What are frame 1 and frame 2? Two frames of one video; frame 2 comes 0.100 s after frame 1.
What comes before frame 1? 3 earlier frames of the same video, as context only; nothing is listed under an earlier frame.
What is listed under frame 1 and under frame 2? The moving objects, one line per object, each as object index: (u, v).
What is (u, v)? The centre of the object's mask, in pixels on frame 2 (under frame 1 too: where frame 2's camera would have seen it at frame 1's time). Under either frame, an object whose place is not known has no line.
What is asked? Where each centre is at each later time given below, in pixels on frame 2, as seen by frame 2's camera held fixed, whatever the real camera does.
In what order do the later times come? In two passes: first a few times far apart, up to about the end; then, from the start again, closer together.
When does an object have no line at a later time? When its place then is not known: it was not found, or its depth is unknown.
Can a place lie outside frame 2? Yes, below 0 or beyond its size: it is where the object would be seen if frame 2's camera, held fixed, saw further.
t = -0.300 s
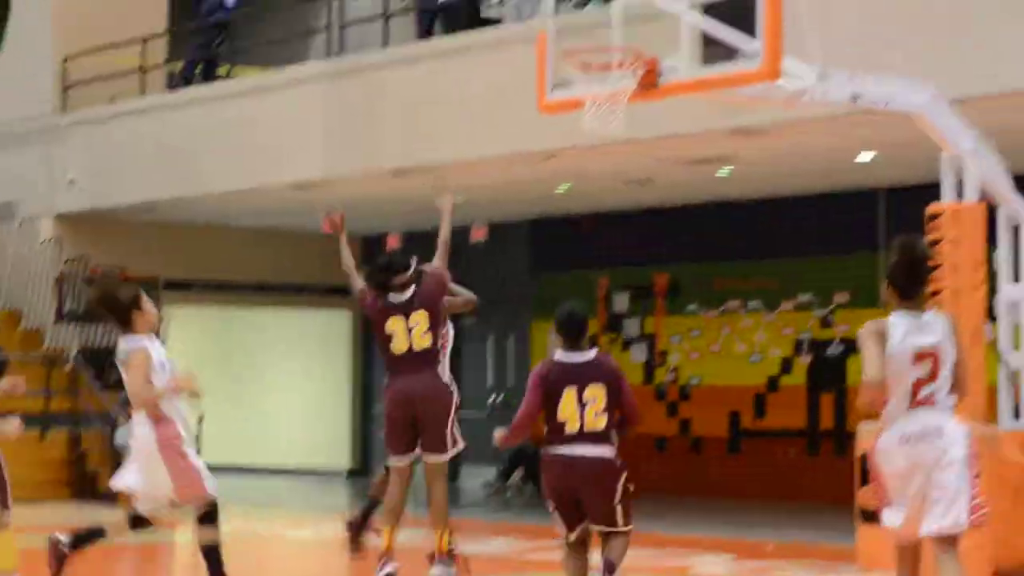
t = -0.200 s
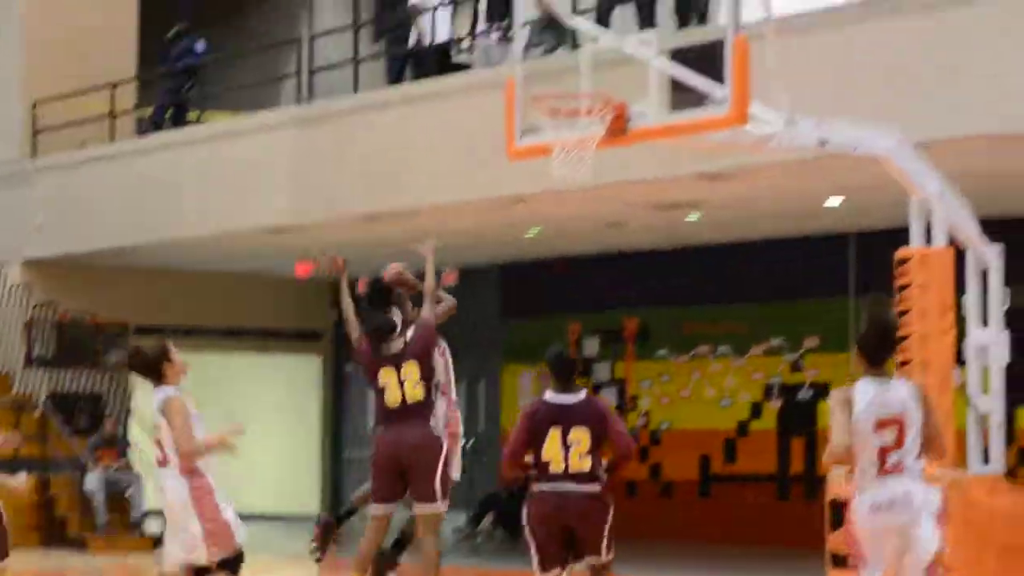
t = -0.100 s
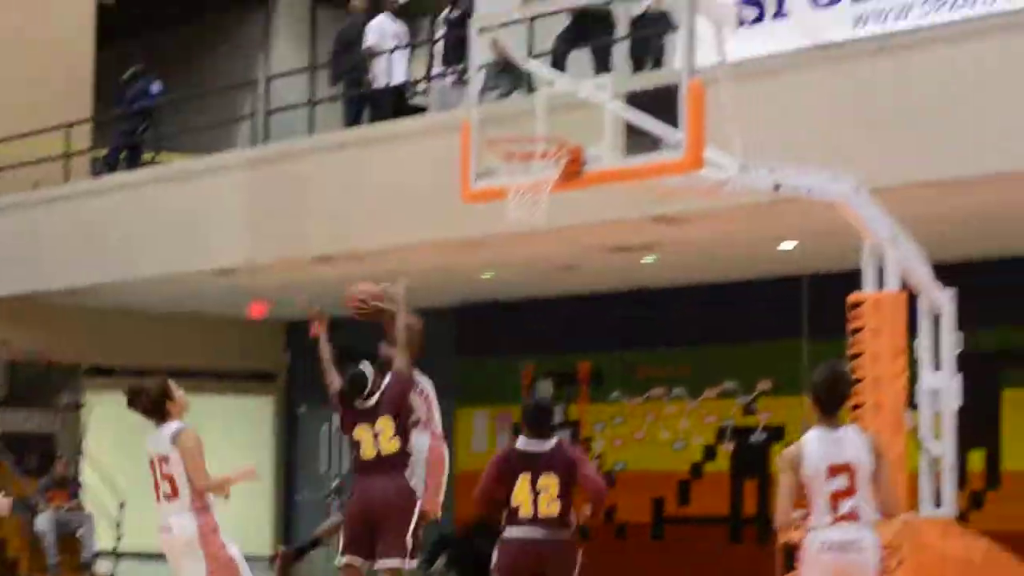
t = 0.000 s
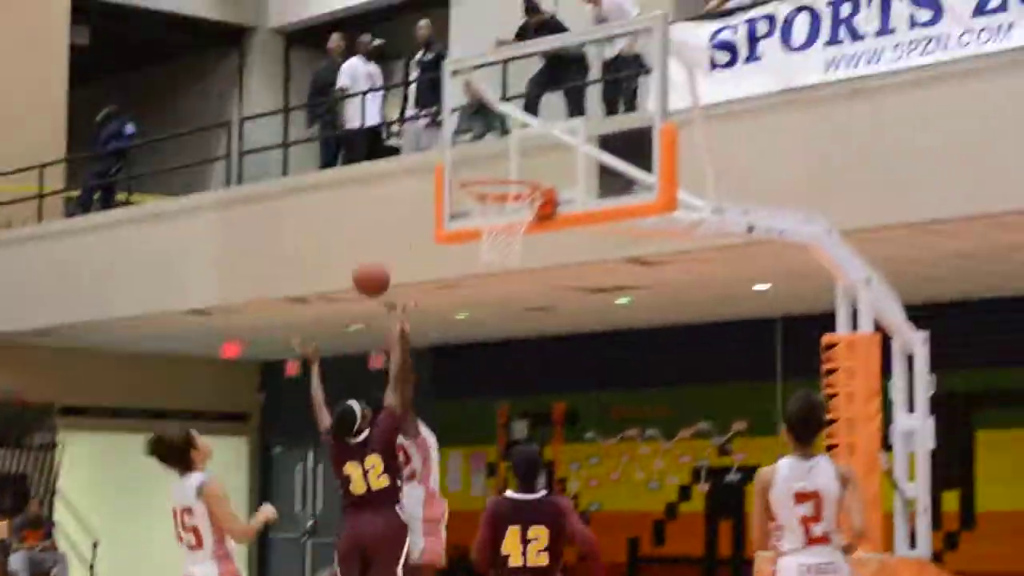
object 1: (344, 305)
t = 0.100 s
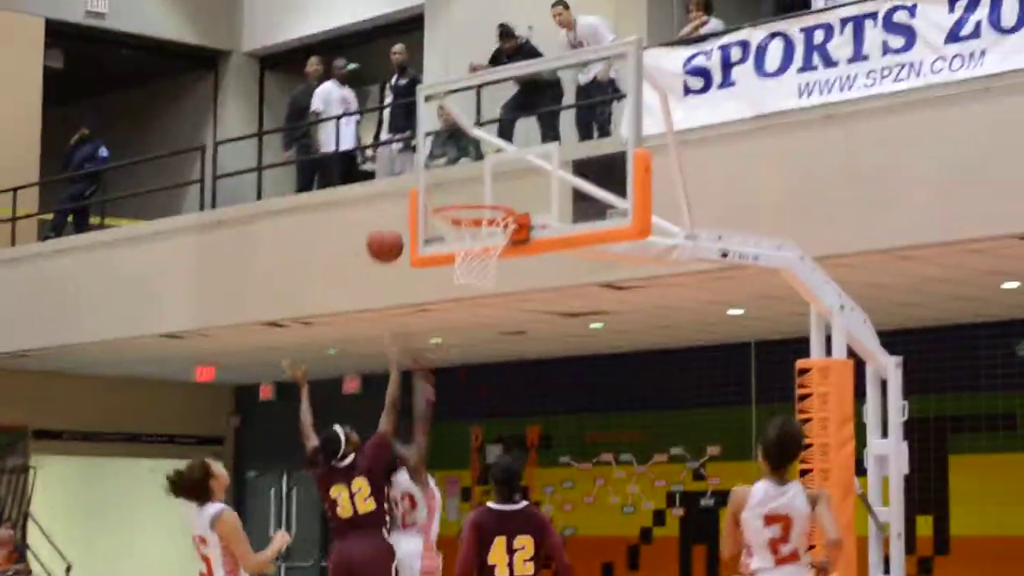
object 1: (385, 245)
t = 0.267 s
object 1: (425, 194)
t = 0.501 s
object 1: (419, 223)
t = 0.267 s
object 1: (425, 194)
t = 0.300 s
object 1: (426, 192)
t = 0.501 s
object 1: (419, 223)
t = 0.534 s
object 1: (407, 231)
